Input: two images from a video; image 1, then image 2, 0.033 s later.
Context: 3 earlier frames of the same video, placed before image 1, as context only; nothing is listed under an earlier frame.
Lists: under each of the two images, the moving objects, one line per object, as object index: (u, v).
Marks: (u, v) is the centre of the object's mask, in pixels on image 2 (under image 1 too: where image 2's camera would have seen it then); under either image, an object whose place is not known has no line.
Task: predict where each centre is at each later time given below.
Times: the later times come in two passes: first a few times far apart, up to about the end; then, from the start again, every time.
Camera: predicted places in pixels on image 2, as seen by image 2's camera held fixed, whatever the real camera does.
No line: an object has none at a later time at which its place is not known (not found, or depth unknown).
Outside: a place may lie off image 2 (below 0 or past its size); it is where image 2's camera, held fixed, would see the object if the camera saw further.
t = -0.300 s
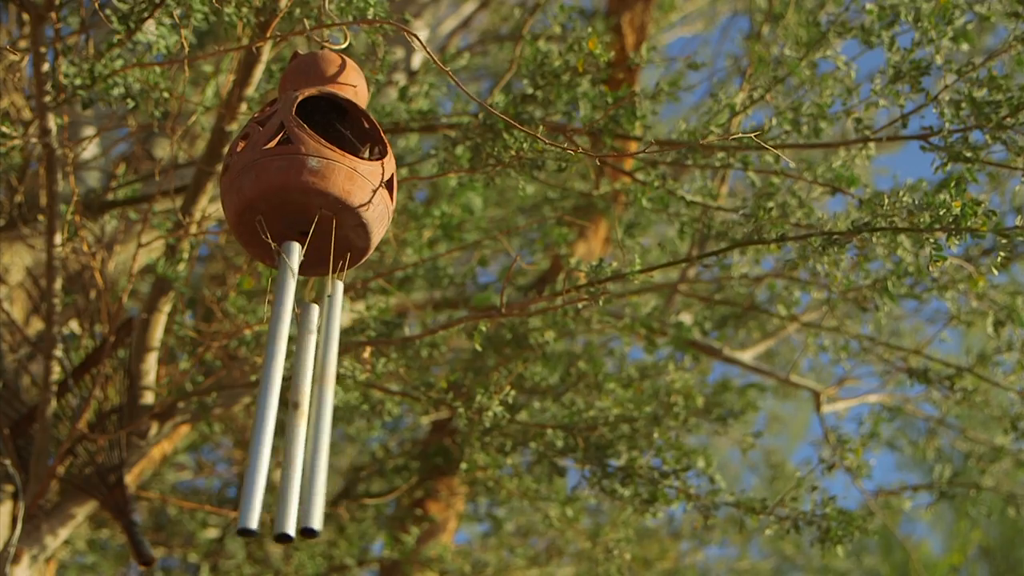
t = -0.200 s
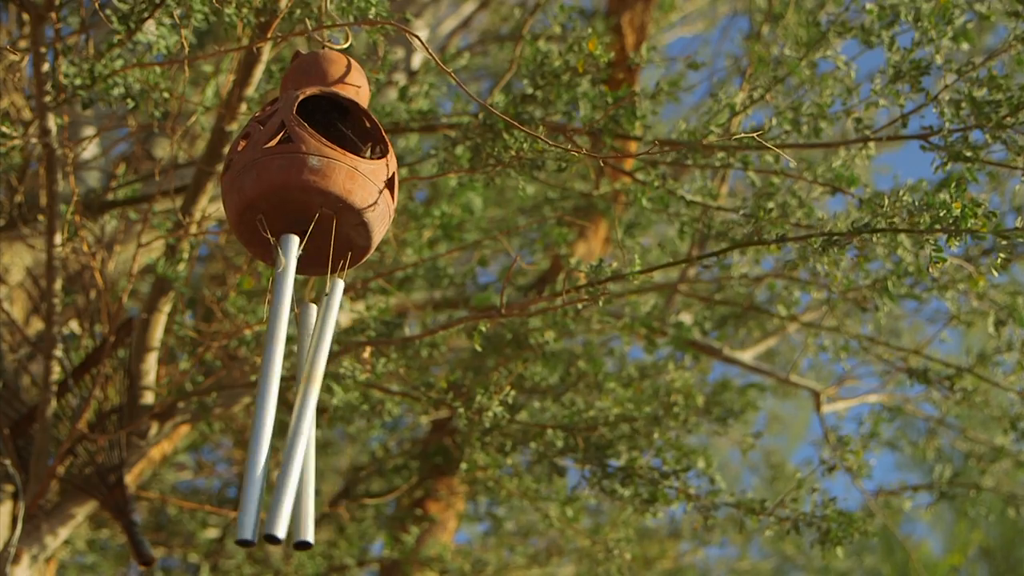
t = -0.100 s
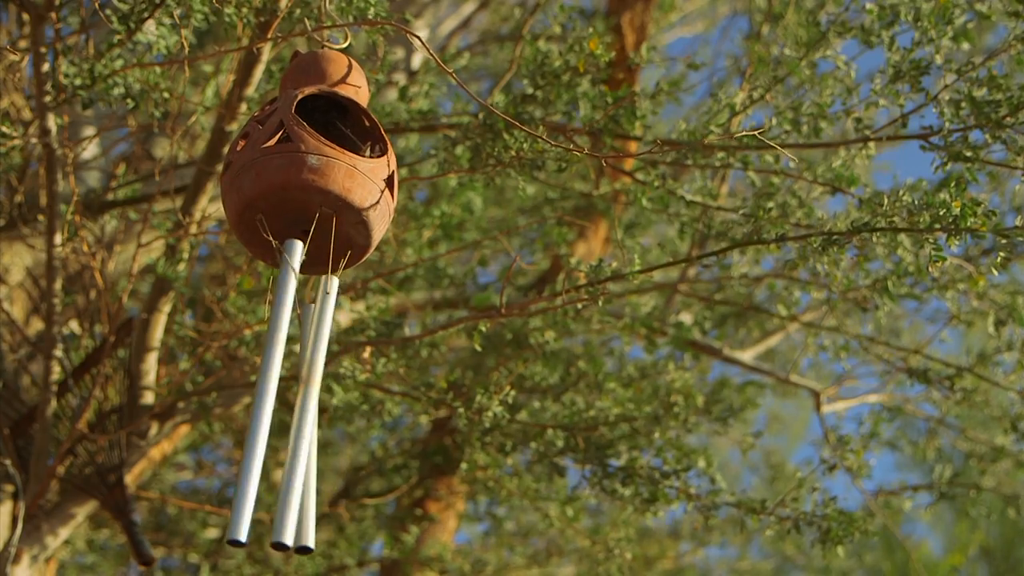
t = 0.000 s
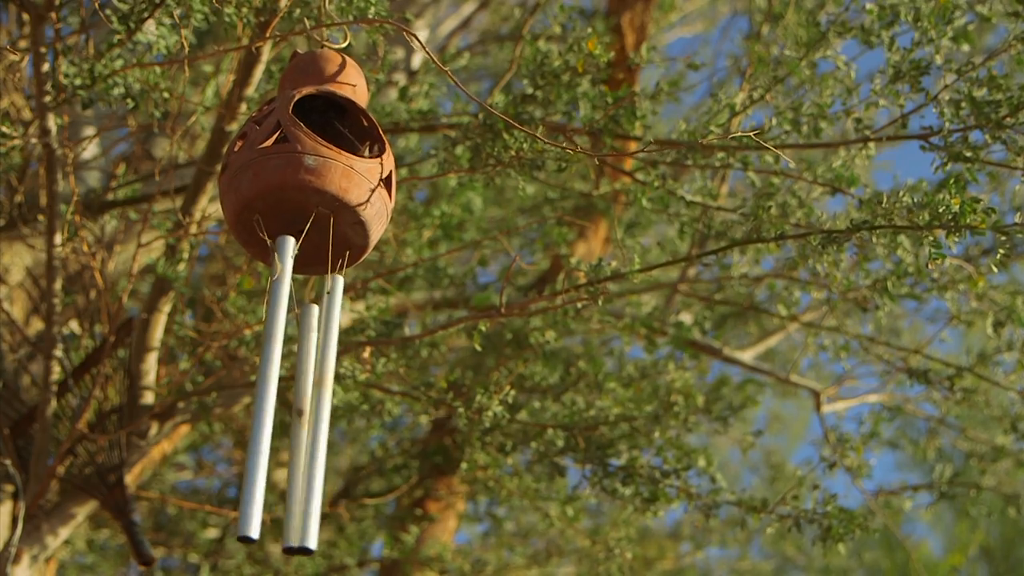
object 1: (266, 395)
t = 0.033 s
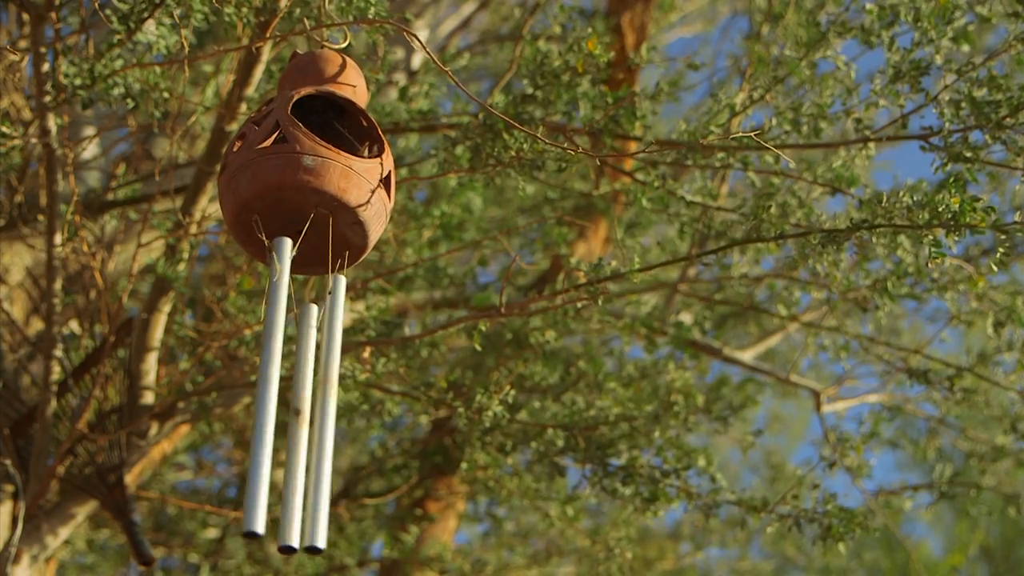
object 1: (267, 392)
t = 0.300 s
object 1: (258, 381)
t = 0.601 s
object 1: (261, 389)
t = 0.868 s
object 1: (266, 384)
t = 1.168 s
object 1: (262, 392)
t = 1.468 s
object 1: (270, 389)
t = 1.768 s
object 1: (251, 379)
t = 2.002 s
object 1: (264, 391)
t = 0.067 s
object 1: (269, 391)
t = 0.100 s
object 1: (270, 389)
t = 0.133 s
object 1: (270, 387)
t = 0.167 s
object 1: (270, 383)
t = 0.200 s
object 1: (268, 380)
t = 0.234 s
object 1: (266, 379)
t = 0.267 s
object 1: (262, 381)
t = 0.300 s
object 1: (258, 381)
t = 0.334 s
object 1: (254, 382)
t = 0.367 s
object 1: (250, 381)
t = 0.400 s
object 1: (248, 382)
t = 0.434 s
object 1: (247, 382)
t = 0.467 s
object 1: (247, 383)
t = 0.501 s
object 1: (248, 385)
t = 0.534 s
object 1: (252, 387)
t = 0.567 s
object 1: (255, 389)
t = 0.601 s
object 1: (261, 389)
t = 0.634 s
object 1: (265, 391)
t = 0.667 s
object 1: (267, 389)
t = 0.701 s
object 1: (268, 388)
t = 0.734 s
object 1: (268, 388)
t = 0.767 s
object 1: (268, 388)
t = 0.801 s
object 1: (267, 386)
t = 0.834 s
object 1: (267, 384)
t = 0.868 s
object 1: (266, 384)
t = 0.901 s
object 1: (264, 384)
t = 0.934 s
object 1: (262, 385)
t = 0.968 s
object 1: (261, 385)
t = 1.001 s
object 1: (259, 385)
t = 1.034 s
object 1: (258, 385)
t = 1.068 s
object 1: (258, 386)
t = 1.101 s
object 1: (259, 388)
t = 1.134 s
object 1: (260, 391)
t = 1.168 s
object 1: (262, 392)
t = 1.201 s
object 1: (264, 393)
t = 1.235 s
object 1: (267, 393)
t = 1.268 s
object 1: (270, 394)
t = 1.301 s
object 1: (273, 395)
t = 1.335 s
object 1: (276, 394)
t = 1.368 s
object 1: (277, 394)
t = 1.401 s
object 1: (276, 392)
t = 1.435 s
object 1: (273, 391)
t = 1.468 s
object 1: (270, 389)
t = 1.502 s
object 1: (266, 388)
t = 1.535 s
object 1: (262, 386)
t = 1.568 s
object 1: (259, 384)
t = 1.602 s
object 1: (256, 383)
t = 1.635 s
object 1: (253, 381)
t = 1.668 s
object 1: (252, 380)
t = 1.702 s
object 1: (251, 378)
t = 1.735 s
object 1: (250, 379)
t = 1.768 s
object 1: (251, 379)
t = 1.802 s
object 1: (252, 381)
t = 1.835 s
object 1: (254, 382)
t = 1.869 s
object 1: (255, 384)
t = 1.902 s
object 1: (258, 384)
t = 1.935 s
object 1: (260, 387)
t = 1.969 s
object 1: (262, 390)
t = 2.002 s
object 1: (264, 391)
